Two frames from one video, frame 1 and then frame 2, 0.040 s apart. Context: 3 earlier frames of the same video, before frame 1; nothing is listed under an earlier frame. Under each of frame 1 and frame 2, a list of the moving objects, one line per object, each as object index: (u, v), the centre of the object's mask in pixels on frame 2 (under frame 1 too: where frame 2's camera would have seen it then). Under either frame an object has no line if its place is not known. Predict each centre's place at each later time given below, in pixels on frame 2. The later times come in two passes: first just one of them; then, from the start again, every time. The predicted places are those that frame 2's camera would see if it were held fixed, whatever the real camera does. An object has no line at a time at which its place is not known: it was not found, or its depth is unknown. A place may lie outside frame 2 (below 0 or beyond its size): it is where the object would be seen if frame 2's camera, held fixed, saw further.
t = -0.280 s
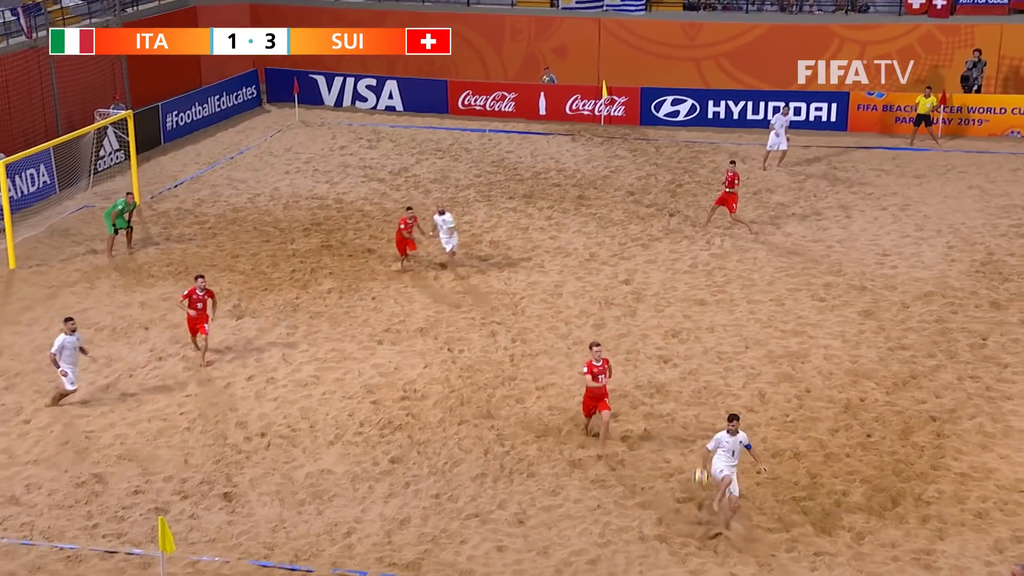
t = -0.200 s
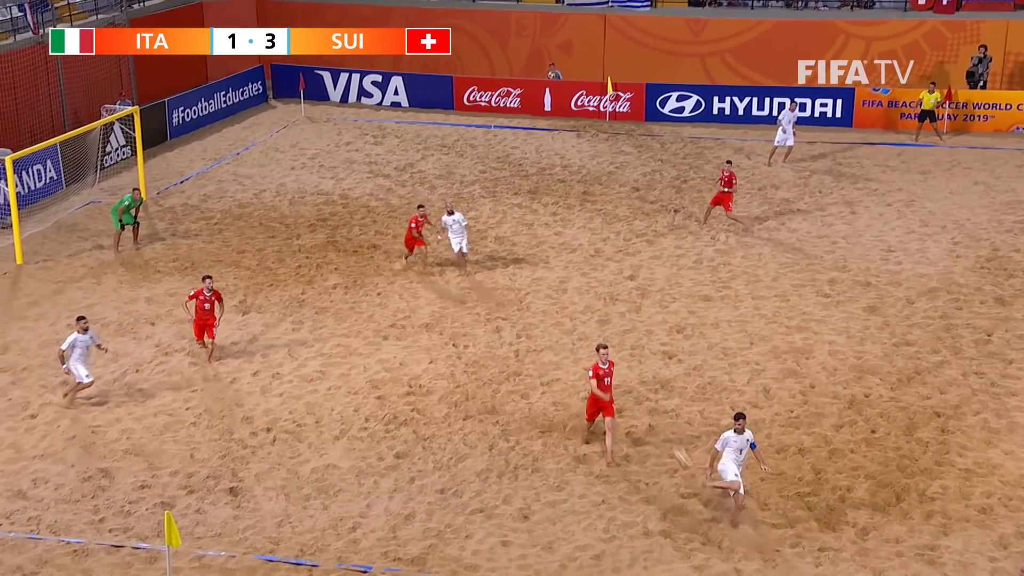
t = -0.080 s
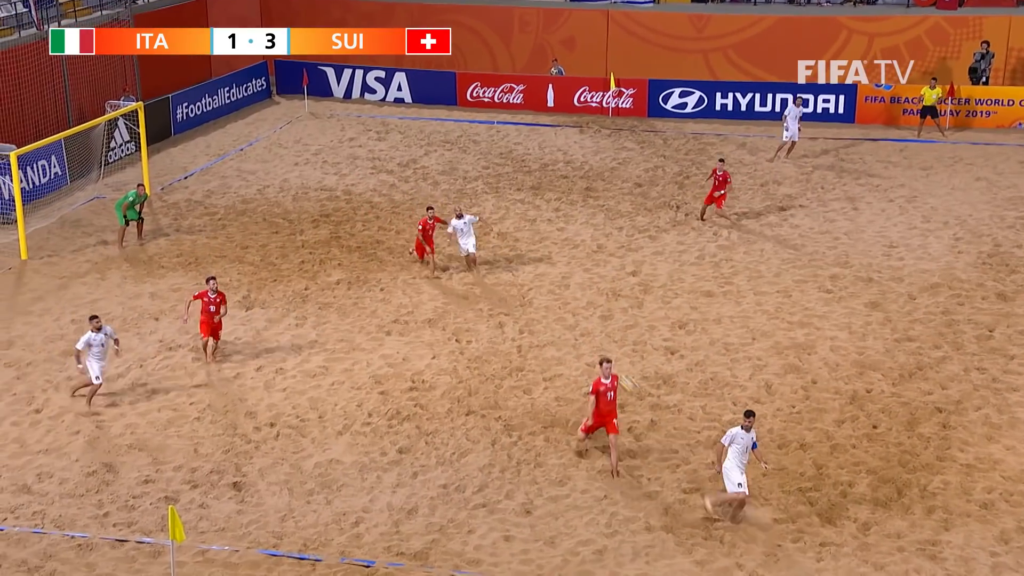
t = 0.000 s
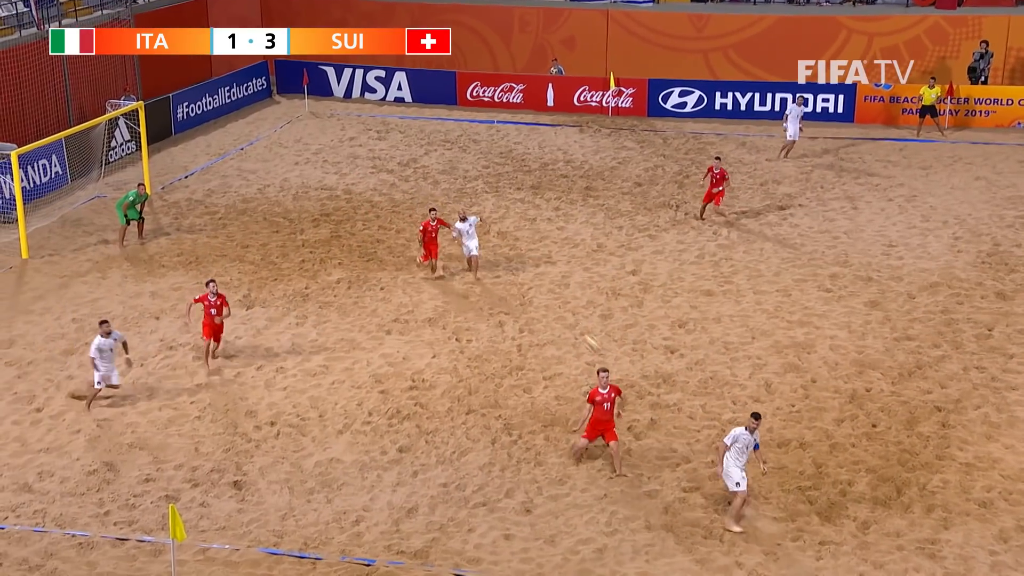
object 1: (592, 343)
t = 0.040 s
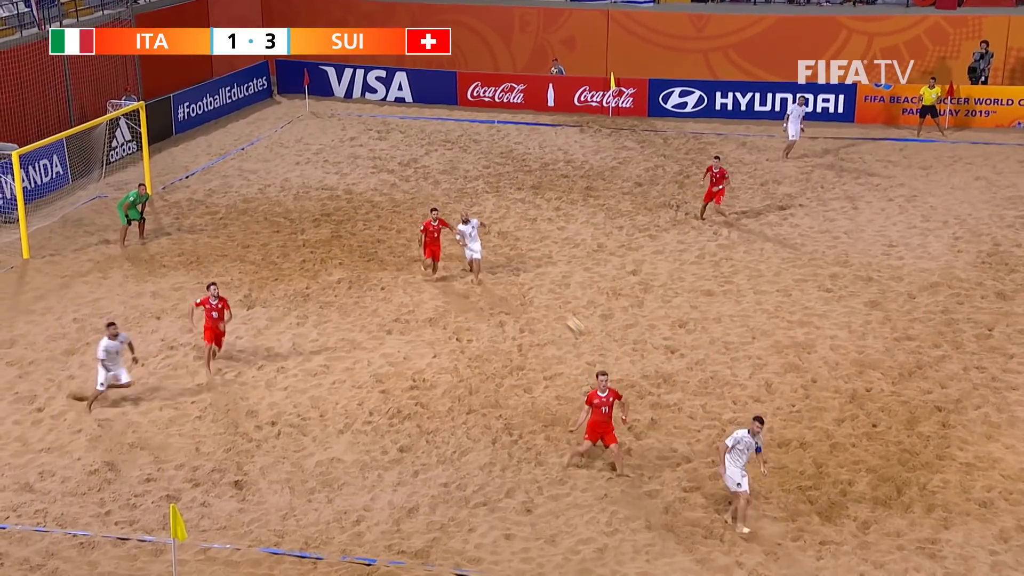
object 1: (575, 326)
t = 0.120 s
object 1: (539, 294)
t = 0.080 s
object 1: (557, 310)
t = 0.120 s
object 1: (539, 294)
